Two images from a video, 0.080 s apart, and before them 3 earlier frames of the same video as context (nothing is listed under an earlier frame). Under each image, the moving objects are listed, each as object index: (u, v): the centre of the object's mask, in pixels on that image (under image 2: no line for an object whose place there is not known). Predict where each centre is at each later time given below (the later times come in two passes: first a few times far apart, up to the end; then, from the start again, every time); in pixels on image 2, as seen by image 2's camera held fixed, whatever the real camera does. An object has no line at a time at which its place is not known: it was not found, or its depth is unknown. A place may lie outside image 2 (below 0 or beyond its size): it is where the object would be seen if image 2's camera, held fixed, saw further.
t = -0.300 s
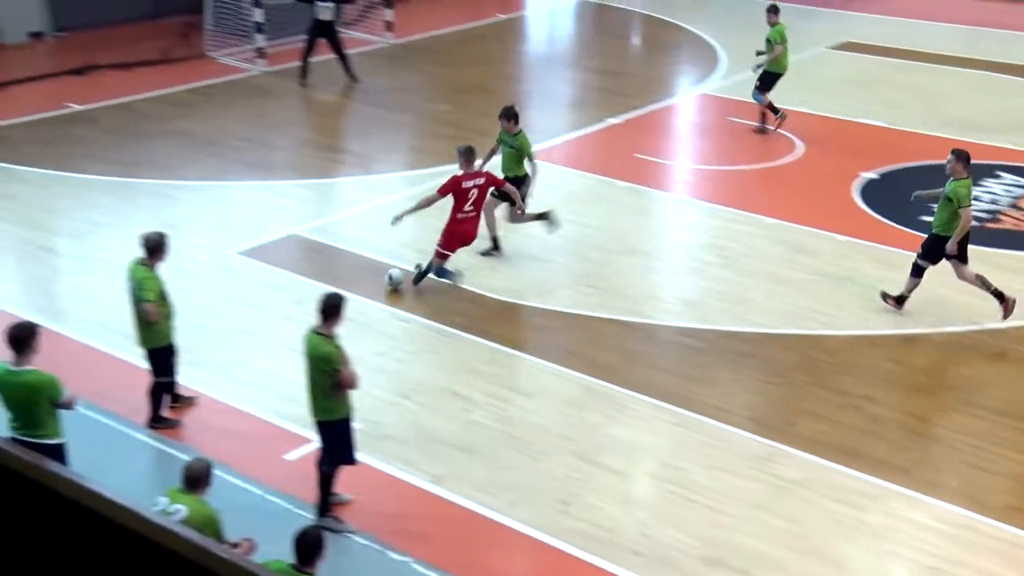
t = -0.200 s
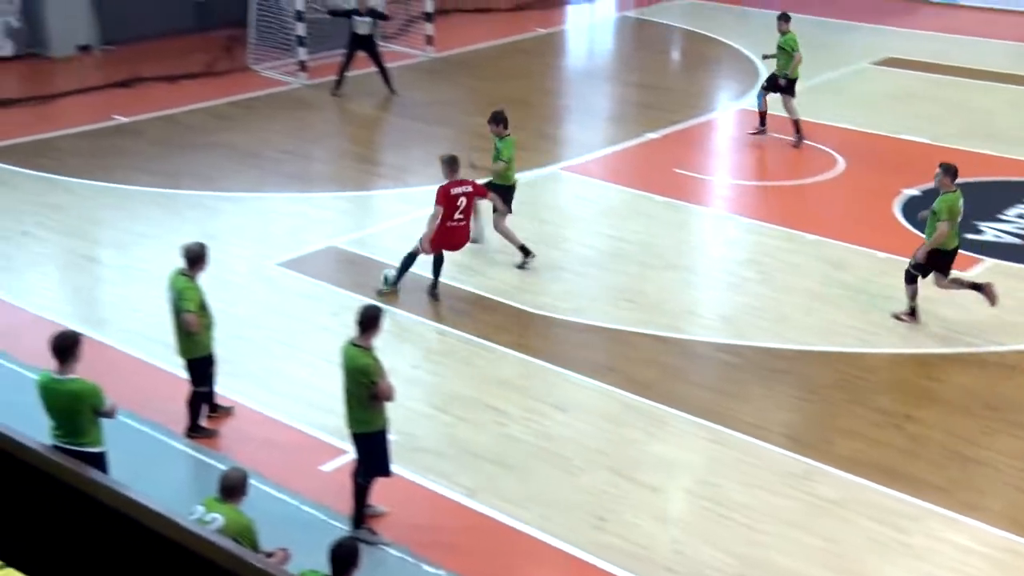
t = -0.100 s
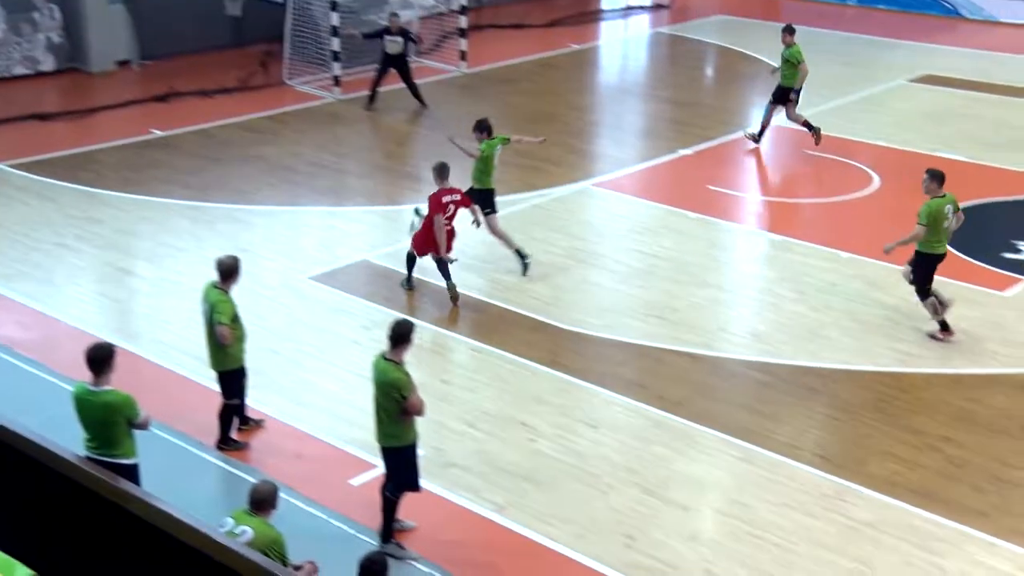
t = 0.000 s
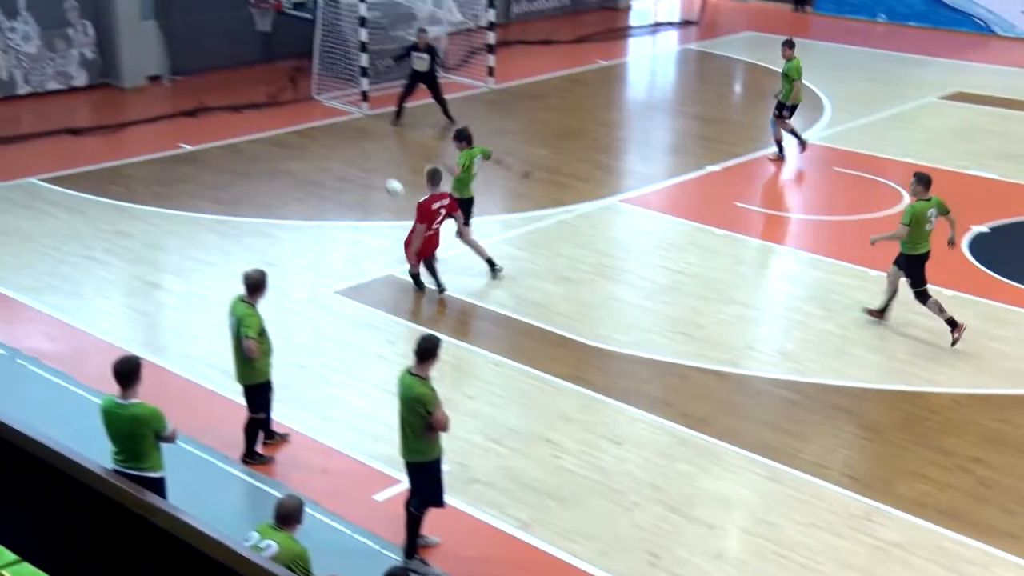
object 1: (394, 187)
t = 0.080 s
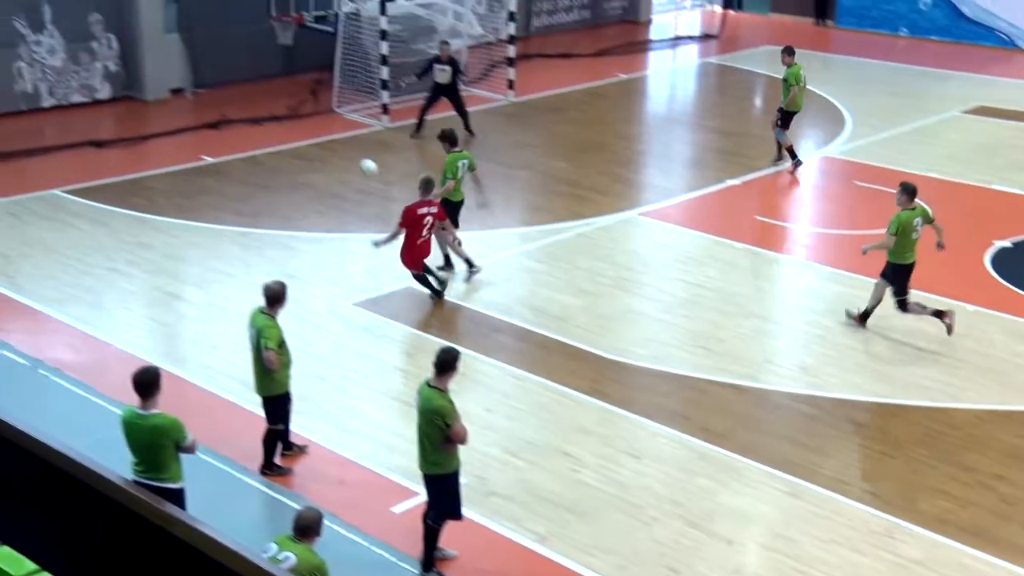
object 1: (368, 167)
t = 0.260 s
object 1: (277, 116)
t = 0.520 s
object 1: (169, 92)
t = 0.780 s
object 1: (86, 116)
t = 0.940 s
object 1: (66, 122)
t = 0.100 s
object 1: (358, 160)
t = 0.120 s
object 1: (347, 153)
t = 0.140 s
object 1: (337, 147)
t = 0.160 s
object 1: (326, 140)
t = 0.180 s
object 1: (316, 135)
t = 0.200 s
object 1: (306, 129)
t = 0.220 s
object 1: (296, 125)
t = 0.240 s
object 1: (286, 120)
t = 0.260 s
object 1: (277, 116)
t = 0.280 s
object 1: (267, 113)
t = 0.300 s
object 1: (258, 110)
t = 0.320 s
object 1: (249, 106)
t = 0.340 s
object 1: (240, 103)
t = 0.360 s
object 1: (232, 101)
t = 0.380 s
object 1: (223, 99)
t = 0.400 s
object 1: (215, 96)
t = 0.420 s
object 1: (207, 95)
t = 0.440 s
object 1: (199, 94)
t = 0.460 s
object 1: (191, 93)
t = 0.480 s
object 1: (183, 91)
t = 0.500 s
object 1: (176, 91)
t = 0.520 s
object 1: (169, 92)
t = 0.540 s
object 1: (161, 93)
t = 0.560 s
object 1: (154, 93)
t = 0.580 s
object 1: (146, 94)
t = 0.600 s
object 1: (140, 96)
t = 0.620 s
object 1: (133, 97)
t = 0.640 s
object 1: (126, 98)
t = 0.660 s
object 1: (120, 100)
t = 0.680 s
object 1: (114, 103)
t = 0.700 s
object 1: (107, 106)
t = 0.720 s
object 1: (101, 108)
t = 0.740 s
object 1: (96, 110)
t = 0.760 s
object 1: (91, 113)
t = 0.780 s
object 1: (86, 116)
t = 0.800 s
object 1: (81, 116)
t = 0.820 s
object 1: (78, 117)
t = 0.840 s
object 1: (75, 118)
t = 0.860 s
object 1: (73, 119)
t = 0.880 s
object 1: (72, 120)
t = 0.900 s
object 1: (69, 121)
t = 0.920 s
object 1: (67, 122)
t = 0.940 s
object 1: (66, 122)
